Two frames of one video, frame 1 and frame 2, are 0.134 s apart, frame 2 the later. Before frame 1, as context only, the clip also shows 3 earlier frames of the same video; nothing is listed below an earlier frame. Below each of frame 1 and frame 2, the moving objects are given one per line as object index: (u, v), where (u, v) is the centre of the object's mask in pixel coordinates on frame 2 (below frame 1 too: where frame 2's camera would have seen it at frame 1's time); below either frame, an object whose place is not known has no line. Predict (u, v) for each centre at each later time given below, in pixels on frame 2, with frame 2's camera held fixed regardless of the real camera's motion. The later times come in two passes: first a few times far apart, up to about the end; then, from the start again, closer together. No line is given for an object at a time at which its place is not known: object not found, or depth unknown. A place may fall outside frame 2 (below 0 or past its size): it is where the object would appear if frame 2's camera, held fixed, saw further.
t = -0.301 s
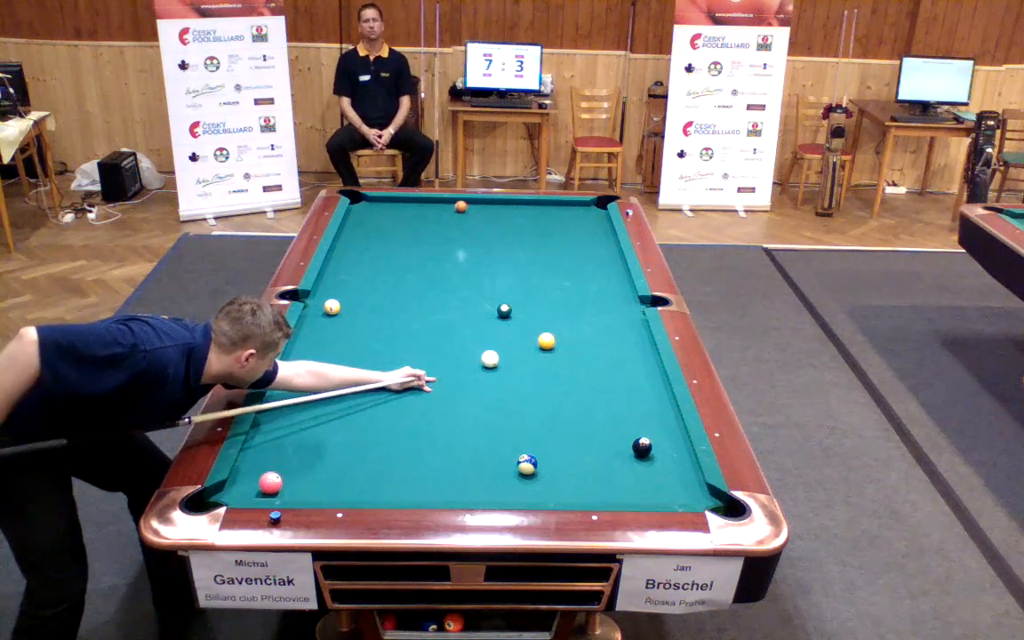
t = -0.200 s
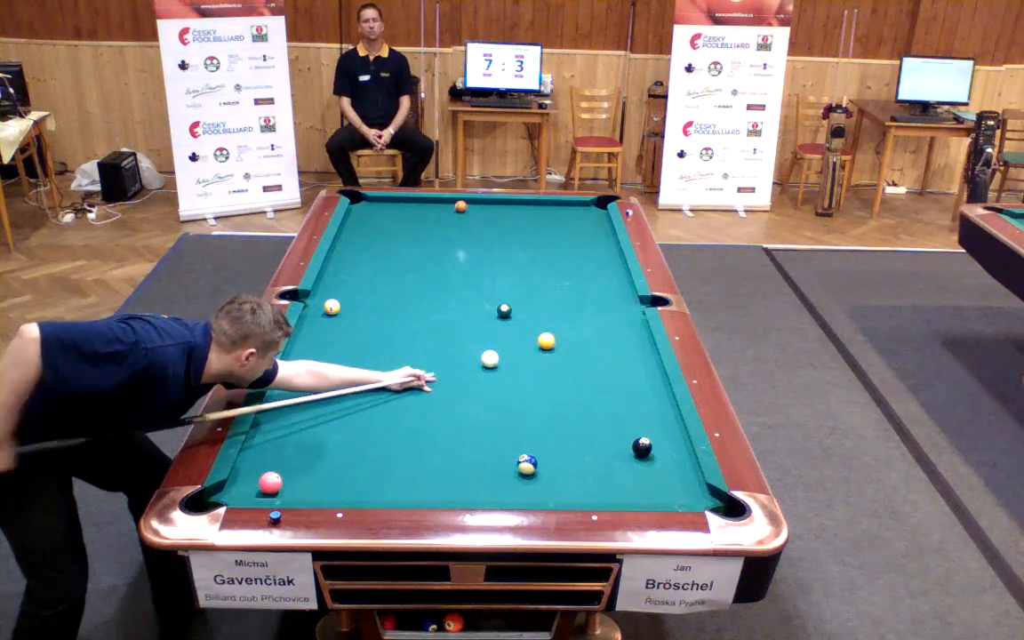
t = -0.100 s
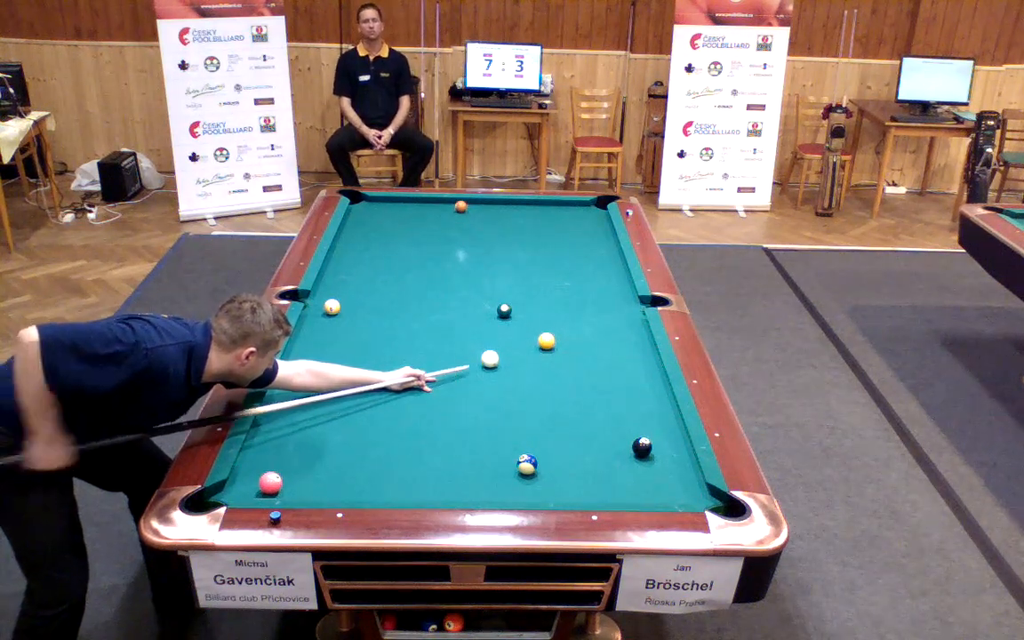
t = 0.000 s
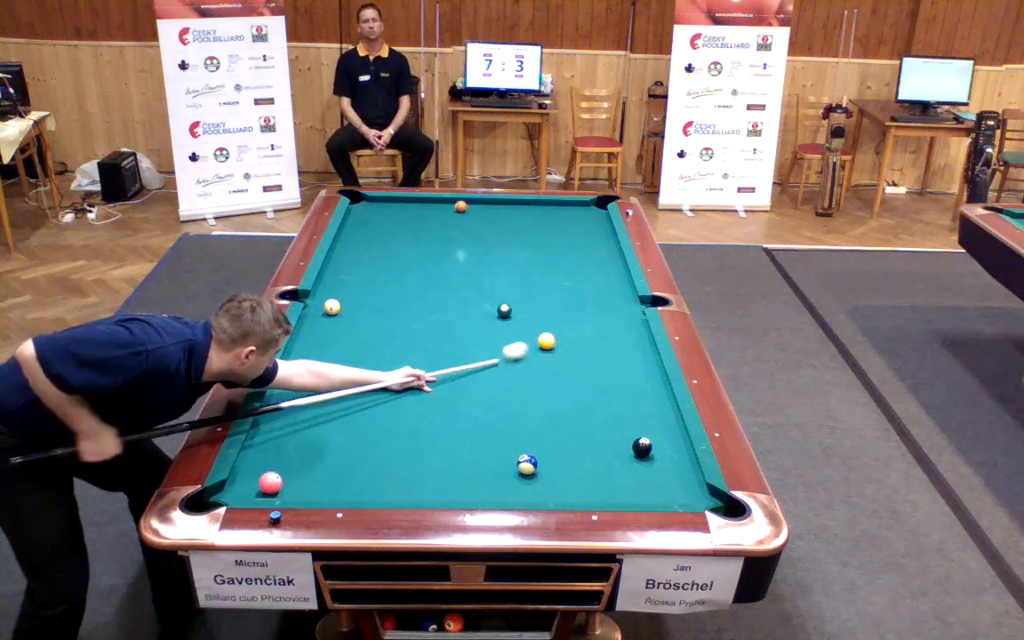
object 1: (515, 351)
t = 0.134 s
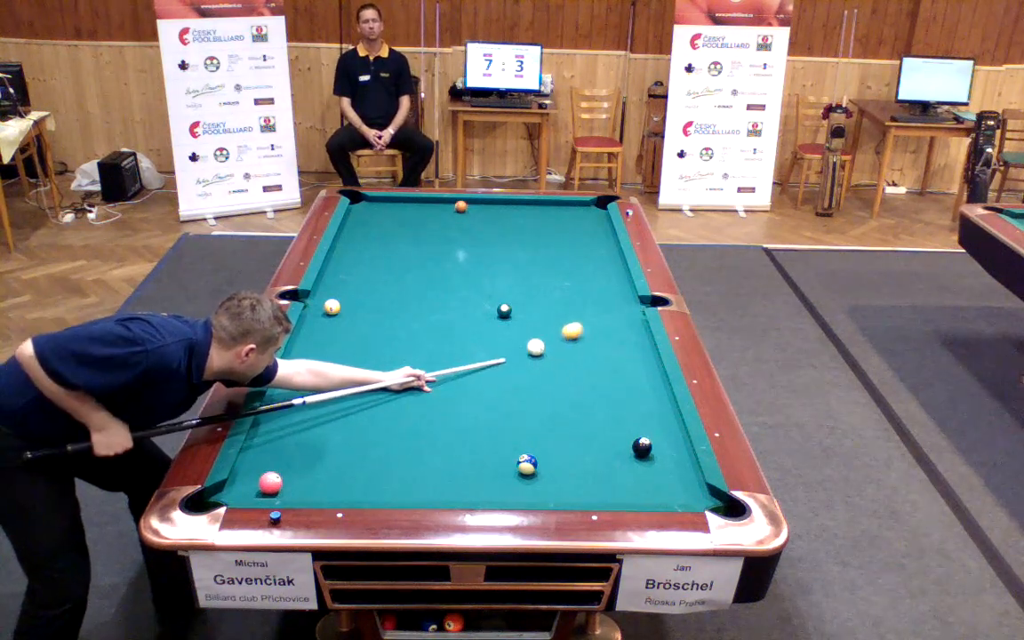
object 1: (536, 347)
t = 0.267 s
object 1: (536, 349)
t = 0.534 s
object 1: (536, 354)
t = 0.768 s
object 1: (536, 357)
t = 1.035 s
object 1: (536, 361)
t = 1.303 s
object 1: (536, 364)
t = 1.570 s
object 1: (535, 367)
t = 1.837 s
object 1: (535, 368)
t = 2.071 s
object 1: (536, 370)
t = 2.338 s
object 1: (537, 370)
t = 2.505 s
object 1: (537, 371)
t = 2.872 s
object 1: (536, 371)
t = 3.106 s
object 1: (537, 371)
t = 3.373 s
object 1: (537, 371)
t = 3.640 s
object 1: (537, 371)
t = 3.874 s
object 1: (536, 371)
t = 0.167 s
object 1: (536, 347)
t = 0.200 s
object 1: (536, 348)
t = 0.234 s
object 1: (536, 349)
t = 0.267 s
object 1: (536, 349)
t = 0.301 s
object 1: (536, 350)
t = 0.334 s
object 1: (536, 351)
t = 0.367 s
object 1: (536, 351)
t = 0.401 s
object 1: (536, 352)
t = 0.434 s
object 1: (536, 352)
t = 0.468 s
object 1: (536, 353)
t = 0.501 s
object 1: (536, 353)
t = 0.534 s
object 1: (536, 354)
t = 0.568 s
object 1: (536, 354)
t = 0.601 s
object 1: (536, 355)
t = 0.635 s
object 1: (536, 356)
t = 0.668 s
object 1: (536, 356)
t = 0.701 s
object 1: (536, 356)
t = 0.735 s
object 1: (536, 357)
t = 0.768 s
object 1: (536, 357)
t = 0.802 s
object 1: (536, 358)
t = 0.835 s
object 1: (536, 358)
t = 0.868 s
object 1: (536, 359)
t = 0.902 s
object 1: (536, 359)
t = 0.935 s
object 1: (536, 359)
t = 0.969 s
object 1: (536, 360)
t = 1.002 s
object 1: (536, 360)
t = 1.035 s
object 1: (536, 361)
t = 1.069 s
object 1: (536, 361)
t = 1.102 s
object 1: (536, 362)
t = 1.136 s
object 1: (536, 362)
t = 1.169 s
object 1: (536, 363)
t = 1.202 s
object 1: (536, 363)
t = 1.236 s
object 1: (536, 363)
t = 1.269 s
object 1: (536, 364)
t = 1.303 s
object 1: (536, 364)
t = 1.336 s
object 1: (536, 364)
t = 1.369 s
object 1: (535, 365)
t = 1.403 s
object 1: (536, 365)
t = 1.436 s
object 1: (535, 365)
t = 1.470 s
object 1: (535, 366)
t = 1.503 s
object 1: (535, 366)
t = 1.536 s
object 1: (535, 366)
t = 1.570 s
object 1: (535, 367)
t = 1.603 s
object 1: (535, 367)
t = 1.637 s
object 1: (535, 367)
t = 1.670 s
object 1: (535, 367)
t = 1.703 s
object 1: (535, 368)
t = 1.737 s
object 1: (535, 368)
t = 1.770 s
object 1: (535, 368)
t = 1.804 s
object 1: (535, 368)
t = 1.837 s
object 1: (535, 368)
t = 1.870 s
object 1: (535, 369)
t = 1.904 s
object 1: (536, 369)
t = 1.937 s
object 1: (536, 369)
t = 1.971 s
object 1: (536, 369)
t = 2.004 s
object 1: (536, 370)
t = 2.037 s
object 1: (536, 370)
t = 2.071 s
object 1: (536, 370)
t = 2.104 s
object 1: (536, 370)
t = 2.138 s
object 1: (536, 370)
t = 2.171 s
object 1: (536, 370)
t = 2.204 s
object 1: (536, 370)
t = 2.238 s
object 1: (536, 370)
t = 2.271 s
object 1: (536, 370)
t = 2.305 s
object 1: (536, 370)
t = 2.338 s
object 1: (537, 370)
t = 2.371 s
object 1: (537, 370)
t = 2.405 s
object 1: (537, 370)
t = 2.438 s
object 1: (537, 371)
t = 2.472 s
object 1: (537, 371)
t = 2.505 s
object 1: (537, 371)
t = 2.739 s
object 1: (532, 366)
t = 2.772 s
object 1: (536, 370)
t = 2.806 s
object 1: (536, 371)
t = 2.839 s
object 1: (536, 371)
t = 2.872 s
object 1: (536, 371)
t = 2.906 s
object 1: (536, 371)
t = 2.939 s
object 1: (536, 371)
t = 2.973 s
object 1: (536, 371)
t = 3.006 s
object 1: (536, 371)
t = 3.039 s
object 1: (537, 371)
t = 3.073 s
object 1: (537, 371)
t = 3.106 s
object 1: (537, 371)
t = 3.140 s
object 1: (537, 371)
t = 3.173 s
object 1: (537, 371)
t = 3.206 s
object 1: (537, 371)
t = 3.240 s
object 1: (537, 371)
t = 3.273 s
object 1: (537, 371)
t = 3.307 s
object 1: (537, 371)
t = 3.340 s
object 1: (537, 371)
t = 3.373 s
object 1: (537, 371)
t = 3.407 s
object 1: (537, 371)
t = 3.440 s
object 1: (536, 371)
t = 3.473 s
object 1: (537, 371)
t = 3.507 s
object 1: (537, 371)
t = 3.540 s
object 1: (537, 371)
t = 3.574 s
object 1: (537, 371)
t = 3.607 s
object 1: (537, 371)
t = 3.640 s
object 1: (537, 371)
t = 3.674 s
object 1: (537, 371)
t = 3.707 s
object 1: (536, 371)
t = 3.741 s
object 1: (536, 371)
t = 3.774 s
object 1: (537, 371)
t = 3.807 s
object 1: (536, 371)
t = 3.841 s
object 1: (537, 371)
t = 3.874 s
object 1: (536, 371)
